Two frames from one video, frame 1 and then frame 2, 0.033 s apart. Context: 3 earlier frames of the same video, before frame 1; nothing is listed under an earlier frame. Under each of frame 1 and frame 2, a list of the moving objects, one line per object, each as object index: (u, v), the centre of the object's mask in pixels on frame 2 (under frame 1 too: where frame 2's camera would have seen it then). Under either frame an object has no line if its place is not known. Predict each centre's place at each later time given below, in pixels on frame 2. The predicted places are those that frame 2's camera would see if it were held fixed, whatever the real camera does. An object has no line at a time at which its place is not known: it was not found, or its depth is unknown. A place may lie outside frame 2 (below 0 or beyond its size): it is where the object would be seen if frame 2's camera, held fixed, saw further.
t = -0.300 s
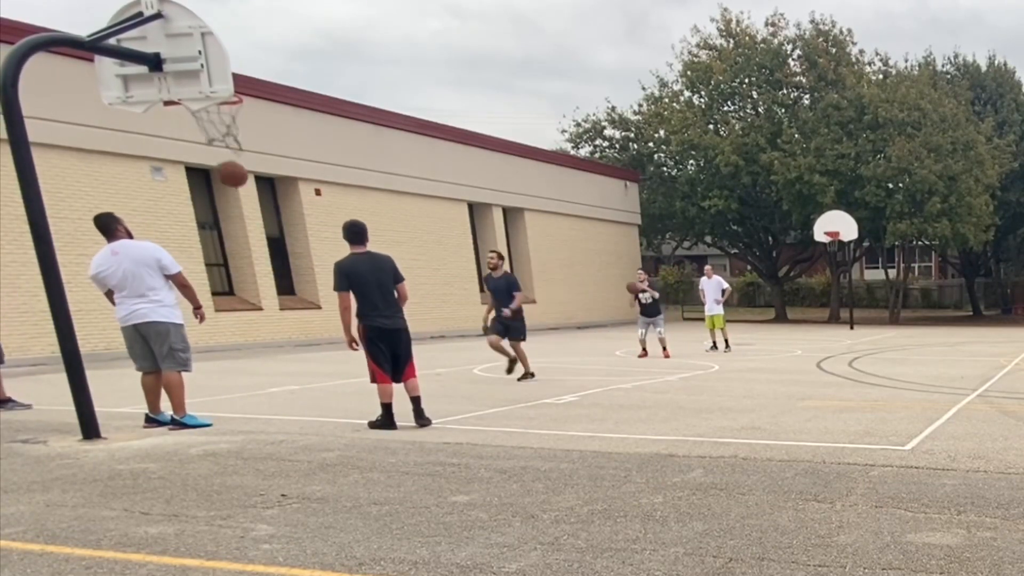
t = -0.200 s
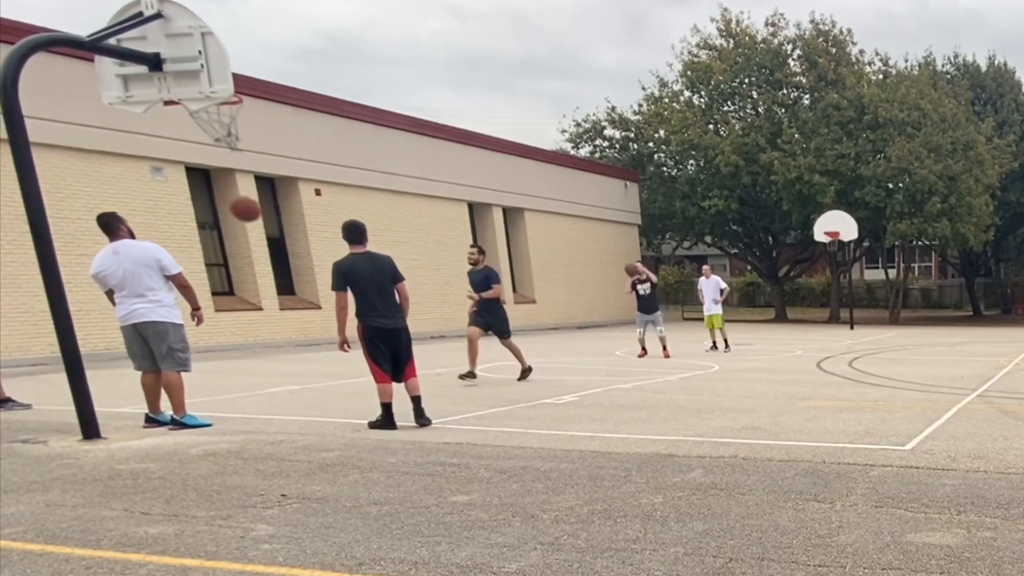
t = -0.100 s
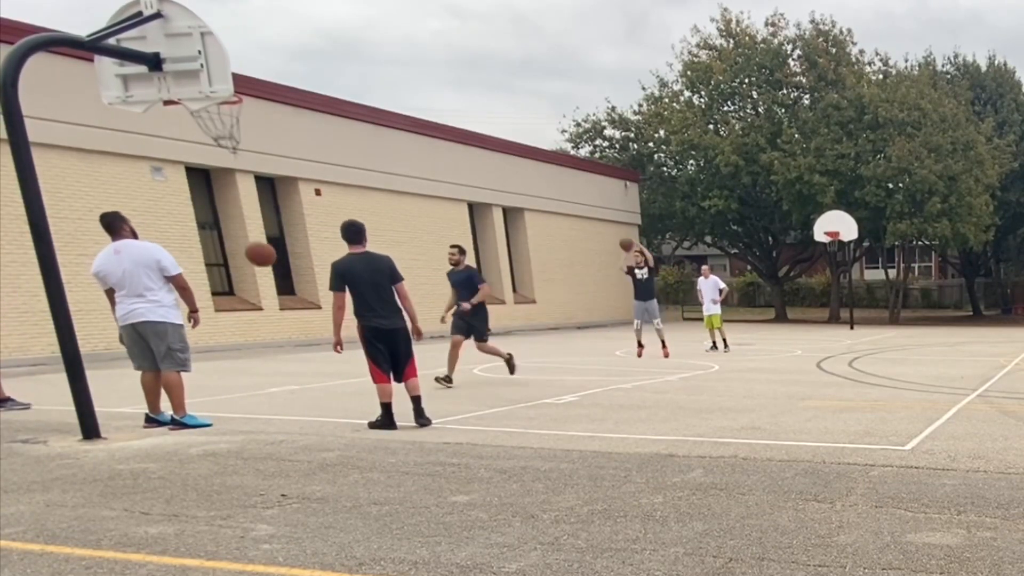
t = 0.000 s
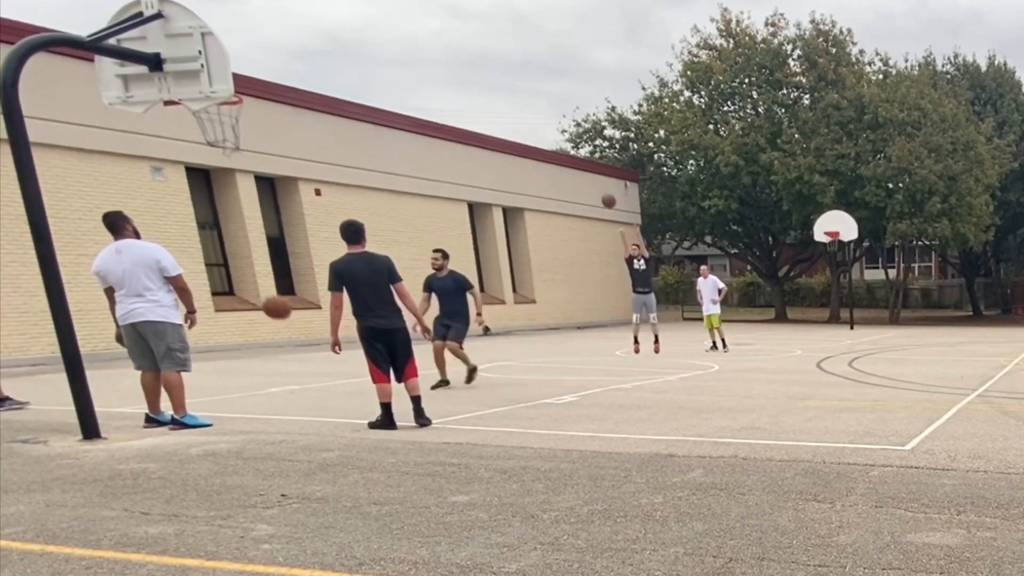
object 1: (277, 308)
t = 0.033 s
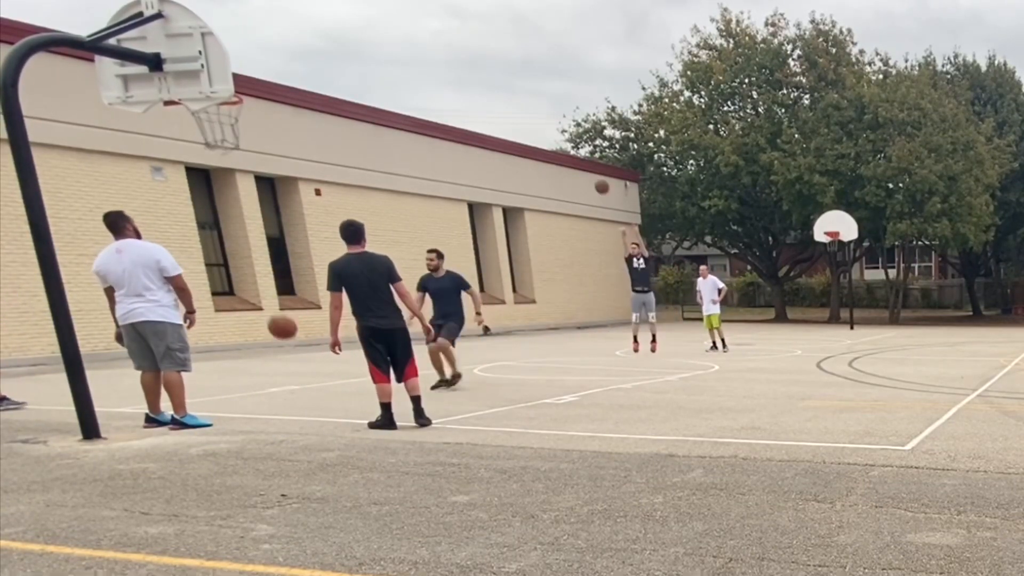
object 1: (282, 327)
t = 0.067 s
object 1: (288, 347)
